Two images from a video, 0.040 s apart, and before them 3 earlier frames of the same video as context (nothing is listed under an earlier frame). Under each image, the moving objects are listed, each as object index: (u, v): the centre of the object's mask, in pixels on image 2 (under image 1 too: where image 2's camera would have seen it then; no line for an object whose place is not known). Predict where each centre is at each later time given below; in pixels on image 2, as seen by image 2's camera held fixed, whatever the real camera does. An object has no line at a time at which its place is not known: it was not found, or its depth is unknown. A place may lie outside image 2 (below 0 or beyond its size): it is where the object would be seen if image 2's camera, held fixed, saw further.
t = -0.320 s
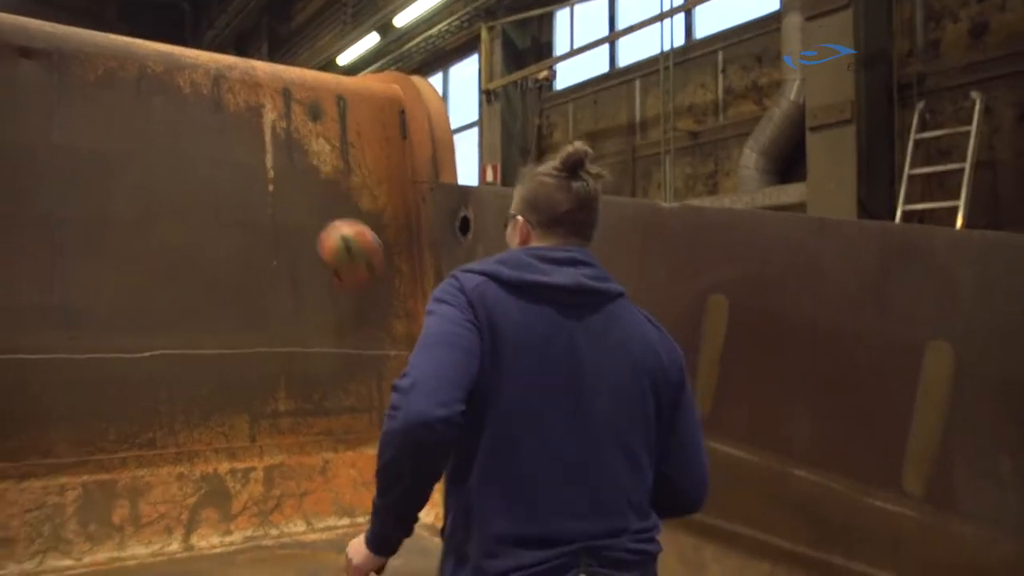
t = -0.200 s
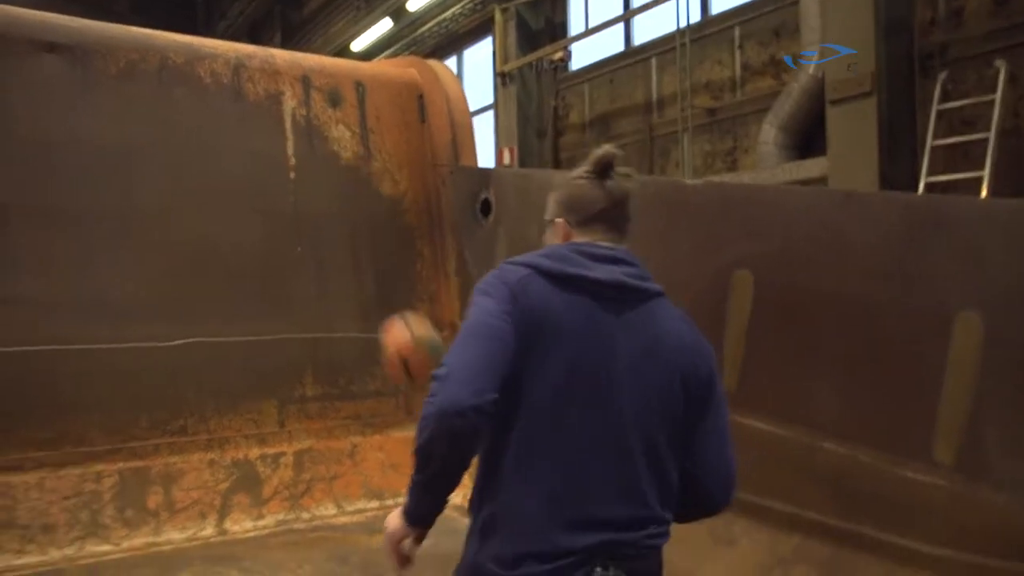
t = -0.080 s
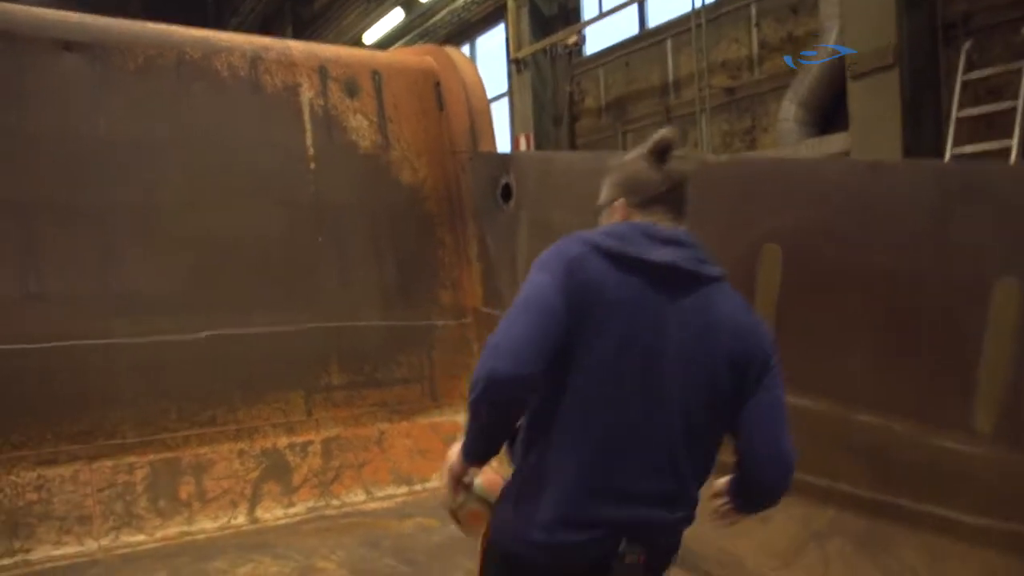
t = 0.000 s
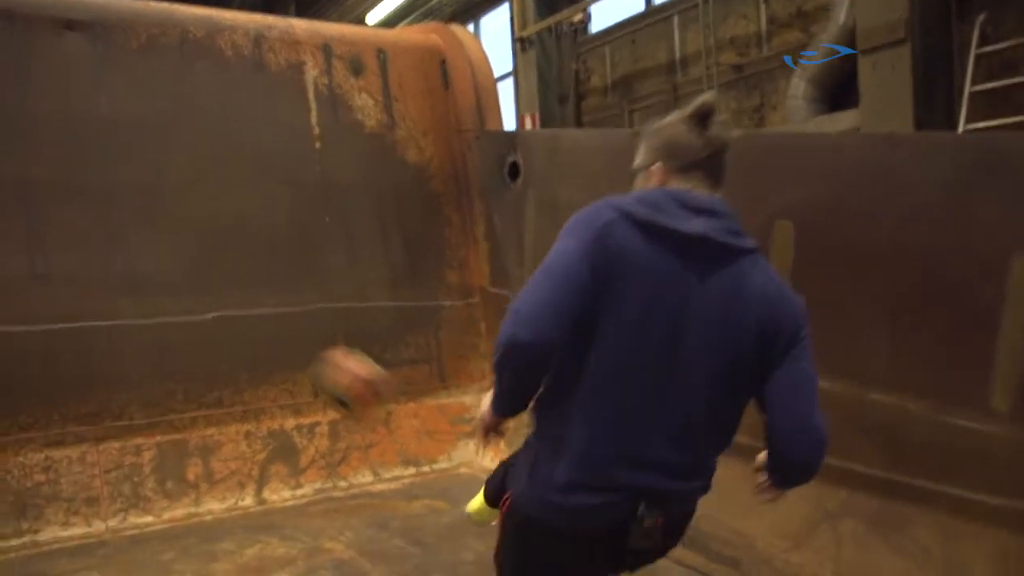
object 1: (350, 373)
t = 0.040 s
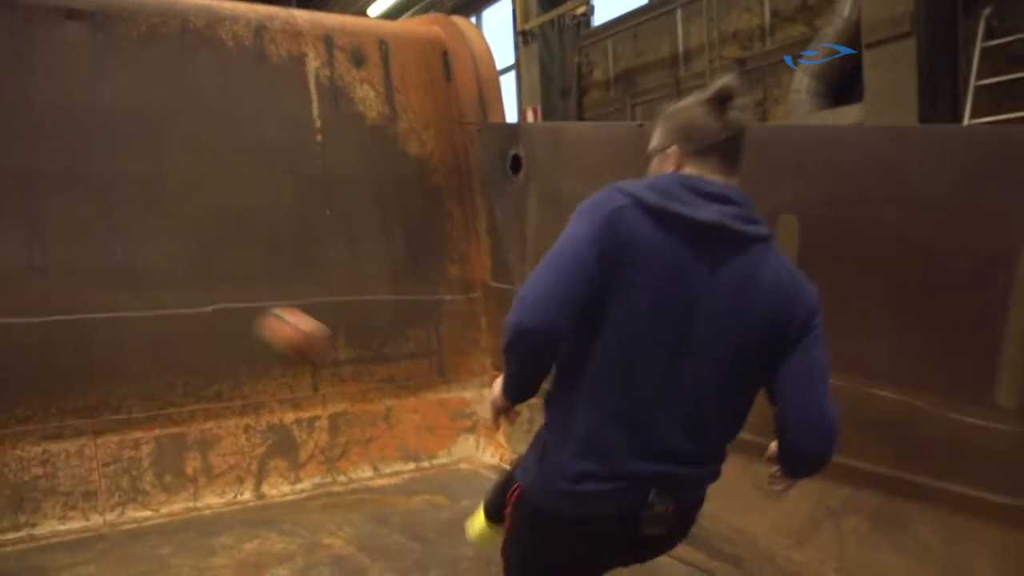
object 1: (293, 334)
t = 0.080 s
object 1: (234, 306)
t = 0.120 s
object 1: (185, 286)
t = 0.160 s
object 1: (140, 269)
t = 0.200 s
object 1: (97, 258)
